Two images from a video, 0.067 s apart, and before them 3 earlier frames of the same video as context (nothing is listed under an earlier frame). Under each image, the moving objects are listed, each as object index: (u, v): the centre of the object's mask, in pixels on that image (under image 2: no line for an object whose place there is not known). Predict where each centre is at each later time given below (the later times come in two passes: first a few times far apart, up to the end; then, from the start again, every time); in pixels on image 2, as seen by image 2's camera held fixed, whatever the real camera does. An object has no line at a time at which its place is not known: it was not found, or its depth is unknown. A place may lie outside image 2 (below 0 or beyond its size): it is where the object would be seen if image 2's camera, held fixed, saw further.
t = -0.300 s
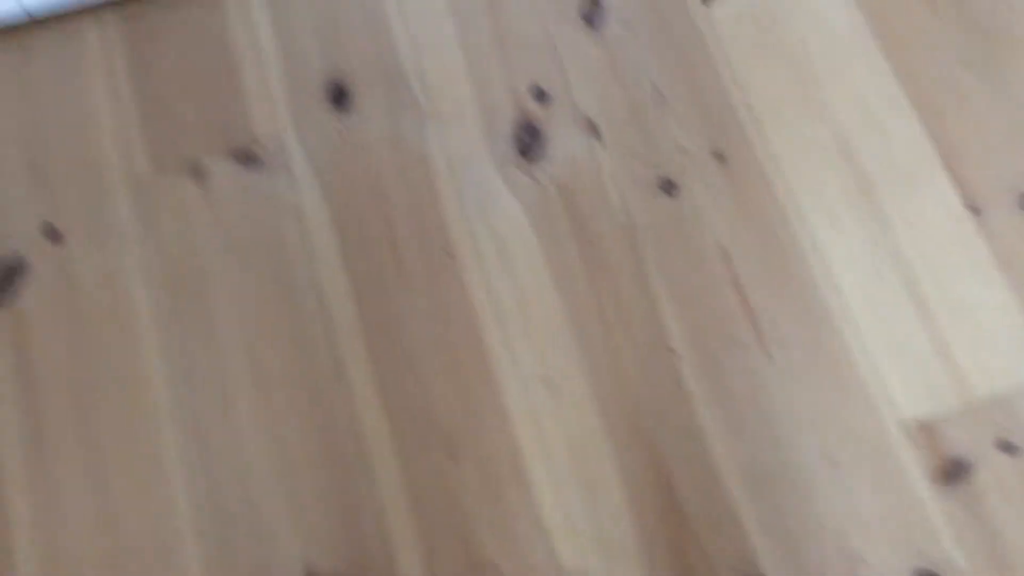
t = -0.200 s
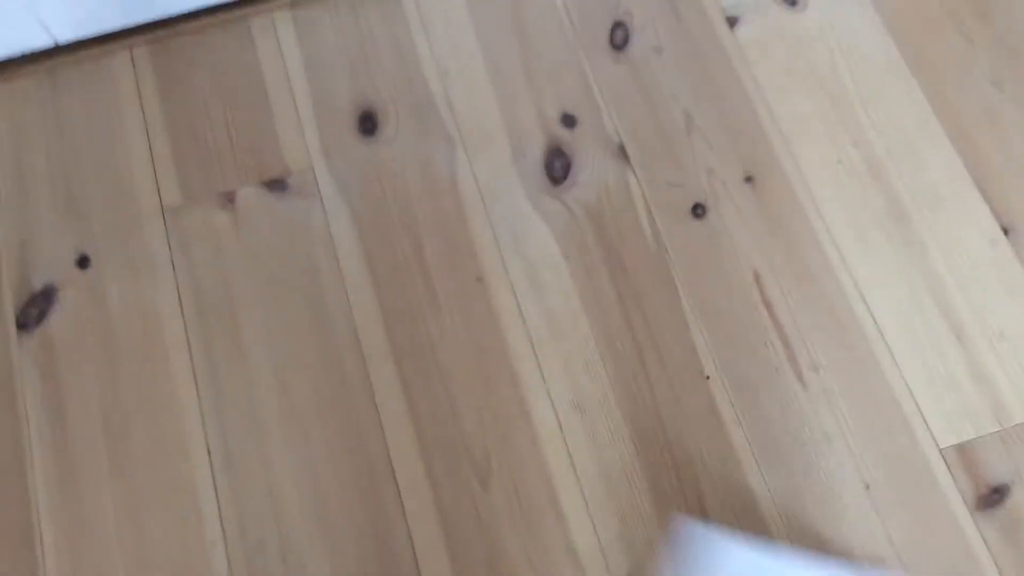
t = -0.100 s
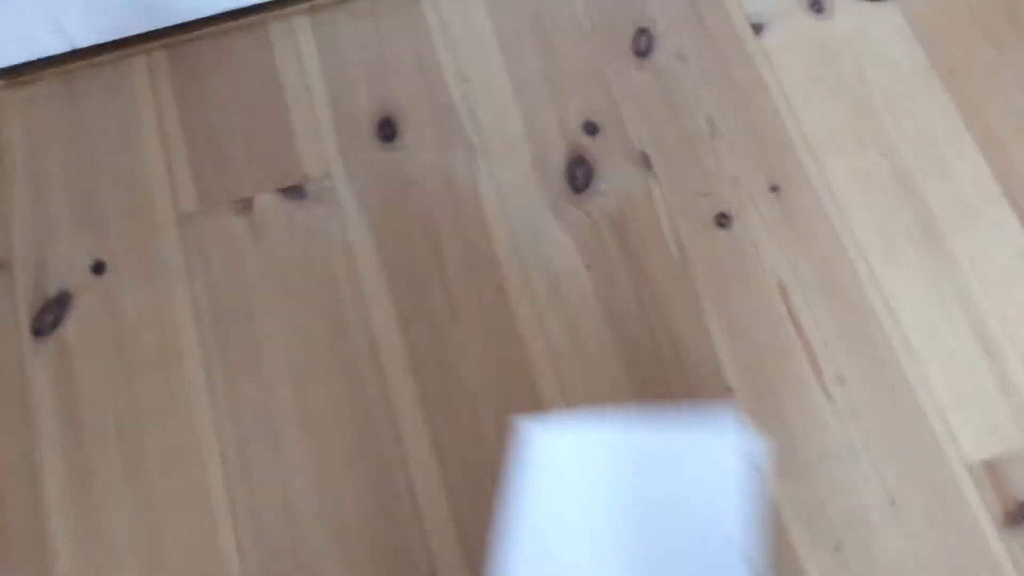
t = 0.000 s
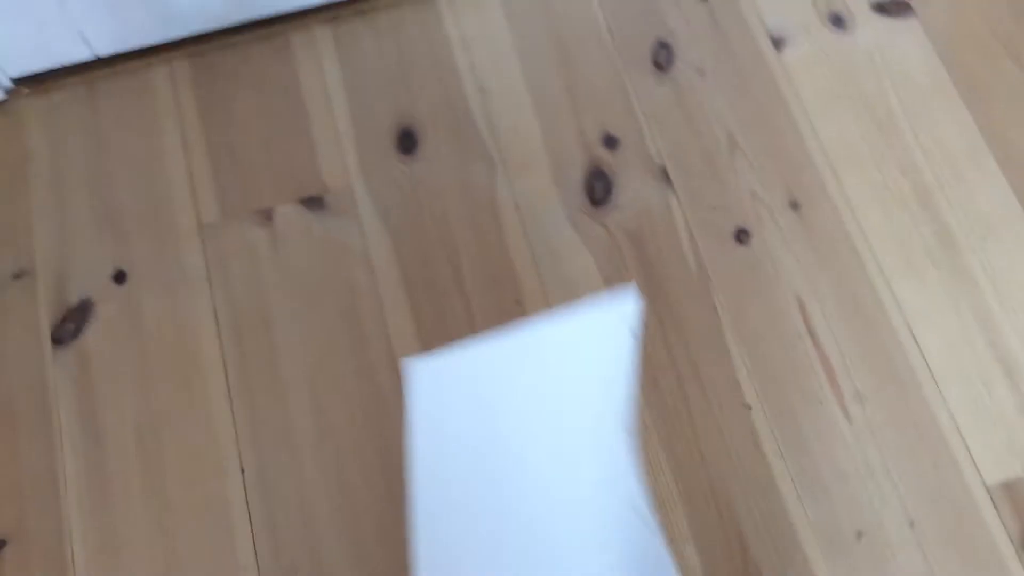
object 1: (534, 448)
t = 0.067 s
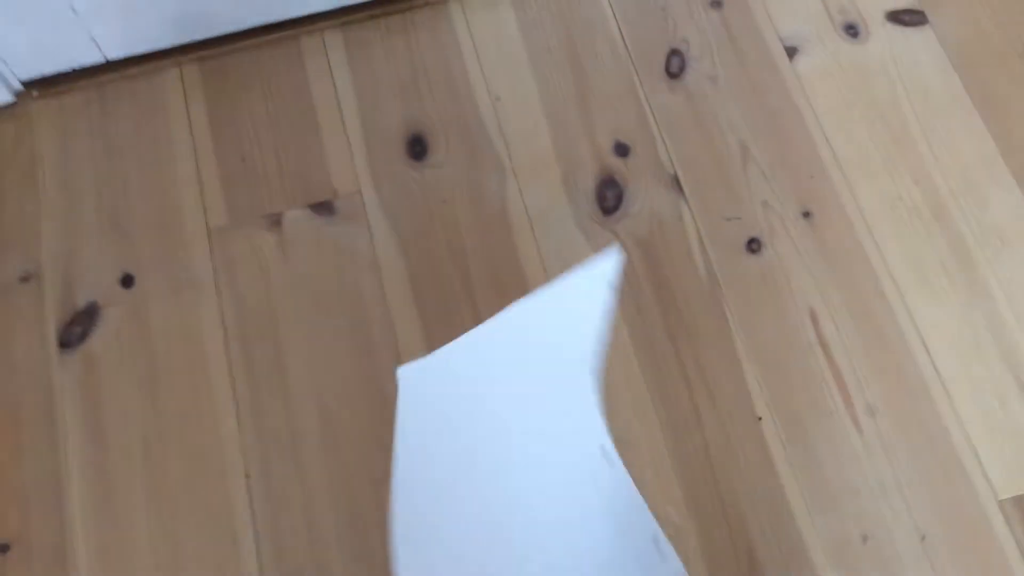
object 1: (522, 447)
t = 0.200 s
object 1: (525, 449)
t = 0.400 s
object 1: (539, 431)
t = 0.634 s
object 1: (569, 450)
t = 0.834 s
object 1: (577, 471)
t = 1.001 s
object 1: (584, 492)
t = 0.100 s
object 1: (520, 450)
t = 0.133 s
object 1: (520, 452)
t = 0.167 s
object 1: (523, 453)
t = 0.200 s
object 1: (525, 449)
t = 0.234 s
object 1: (525, 445)
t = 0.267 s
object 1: (519, 428)
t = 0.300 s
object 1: (519, 419)
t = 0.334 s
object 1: (526, 424)
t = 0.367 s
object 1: (533, 429)
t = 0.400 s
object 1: (539, 431)
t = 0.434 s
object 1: (545, 434)
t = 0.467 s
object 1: (550, 437)
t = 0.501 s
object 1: (555, 439)
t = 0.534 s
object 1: (560, 443)
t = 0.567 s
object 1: (563, 445)
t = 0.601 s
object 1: (566, 448)
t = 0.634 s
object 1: (569, 450)
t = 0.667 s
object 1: (571, 453)
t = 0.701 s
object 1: (573, 456)
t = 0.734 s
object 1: (574, 459)
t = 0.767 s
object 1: (575, 462)
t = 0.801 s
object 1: (576, 466)
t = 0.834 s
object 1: (577, 471)
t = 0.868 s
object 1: (579, 475)
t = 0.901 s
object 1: (580, 479)
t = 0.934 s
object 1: (581, 483)
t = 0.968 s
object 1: (582, 487)
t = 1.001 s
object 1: (584, 492)
